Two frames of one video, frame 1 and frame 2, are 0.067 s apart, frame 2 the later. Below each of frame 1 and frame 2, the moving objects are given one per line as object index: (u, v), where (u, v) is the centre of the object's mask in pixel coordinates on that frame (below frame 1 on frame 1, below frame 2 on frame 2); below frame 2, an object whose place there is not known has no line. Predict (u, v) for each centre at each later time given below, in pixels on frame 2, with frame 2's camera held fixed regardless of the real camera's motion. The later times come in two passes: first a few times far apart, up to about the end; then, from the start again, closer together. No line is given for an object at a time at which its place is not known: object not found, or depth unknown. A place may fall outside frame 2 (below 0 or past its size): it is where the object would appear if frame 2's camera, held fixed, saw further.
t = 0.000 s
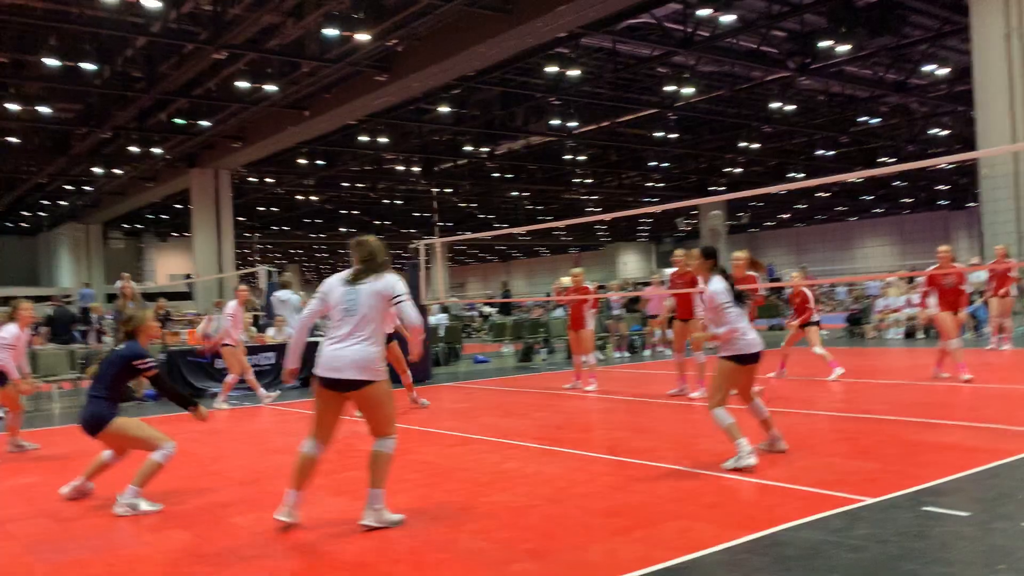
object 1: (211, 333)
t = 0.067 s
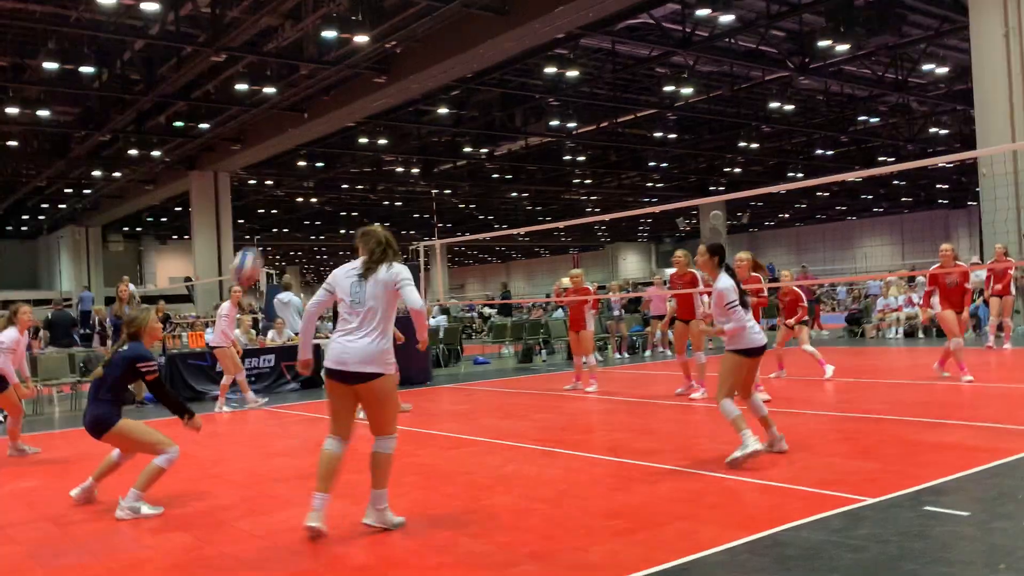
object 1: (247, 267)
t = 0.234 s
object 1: (323, 130)
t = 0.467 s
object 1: (422, 16)
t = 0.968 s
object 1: (609, 6)
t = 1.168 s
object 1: (681, 82)
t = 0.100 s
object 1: (262, 236)
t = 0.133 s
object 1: (278, 208)
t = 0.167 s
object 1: (292, 181)
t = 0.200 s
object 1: (308, 155)
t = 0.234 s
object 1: (323, 130)
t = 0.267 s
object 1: (338, 110)
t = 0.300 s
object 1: (352, 90)
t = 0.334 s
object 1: (366, 73)
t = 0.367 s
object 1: (381, 56)
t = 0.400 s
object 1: (394, 41)
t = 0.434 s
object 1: (408, 27)
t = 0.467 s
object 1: (422, 16)
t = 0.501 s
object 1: (435, 6)
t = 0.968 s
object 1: (609, 6)
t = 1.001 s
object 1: (622, 16)
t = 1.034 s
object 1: (634, 27)
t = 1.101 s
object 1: (658, 53)
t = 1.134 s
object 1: (670, 66)
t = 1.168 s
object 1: (681, 82)
